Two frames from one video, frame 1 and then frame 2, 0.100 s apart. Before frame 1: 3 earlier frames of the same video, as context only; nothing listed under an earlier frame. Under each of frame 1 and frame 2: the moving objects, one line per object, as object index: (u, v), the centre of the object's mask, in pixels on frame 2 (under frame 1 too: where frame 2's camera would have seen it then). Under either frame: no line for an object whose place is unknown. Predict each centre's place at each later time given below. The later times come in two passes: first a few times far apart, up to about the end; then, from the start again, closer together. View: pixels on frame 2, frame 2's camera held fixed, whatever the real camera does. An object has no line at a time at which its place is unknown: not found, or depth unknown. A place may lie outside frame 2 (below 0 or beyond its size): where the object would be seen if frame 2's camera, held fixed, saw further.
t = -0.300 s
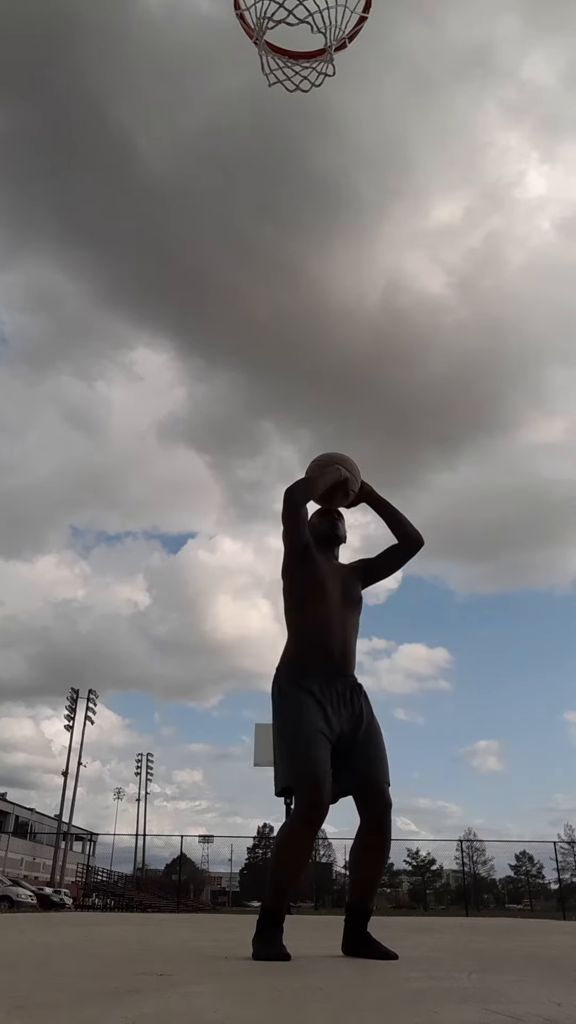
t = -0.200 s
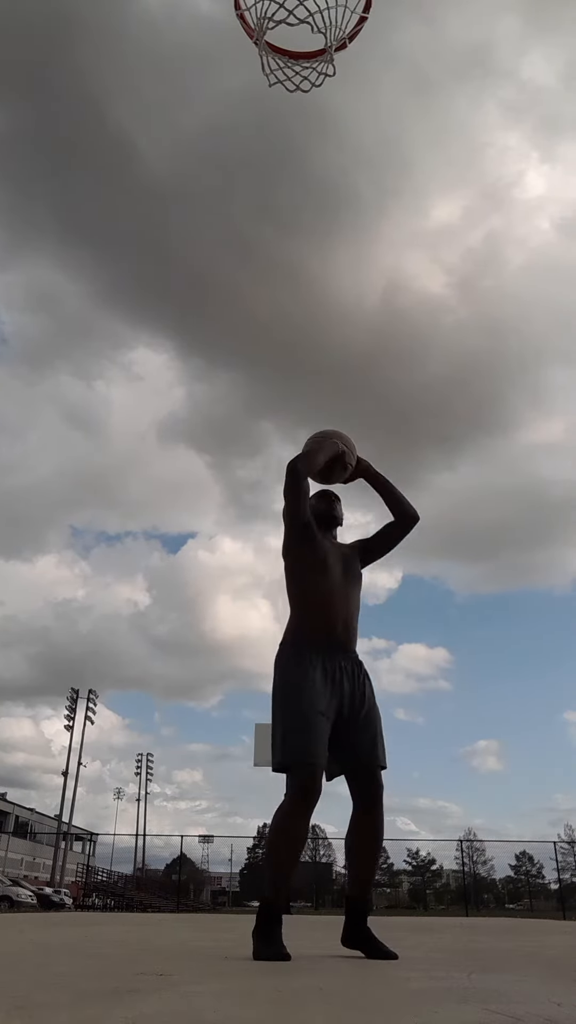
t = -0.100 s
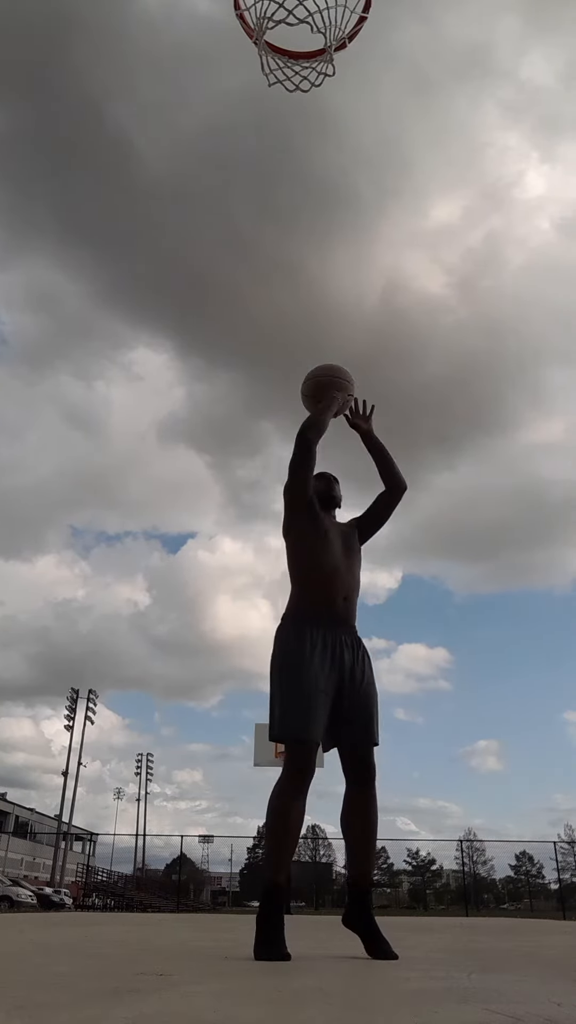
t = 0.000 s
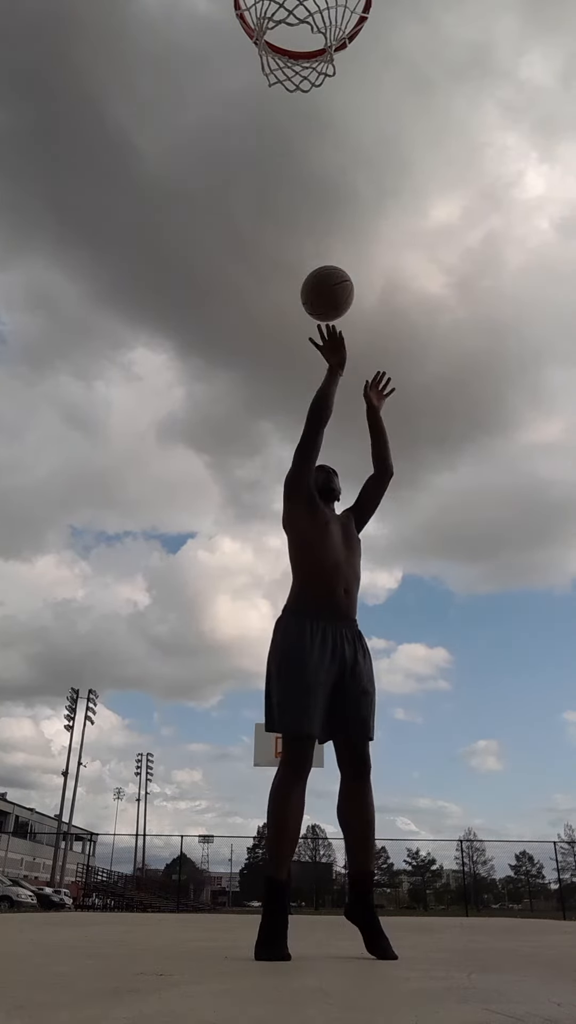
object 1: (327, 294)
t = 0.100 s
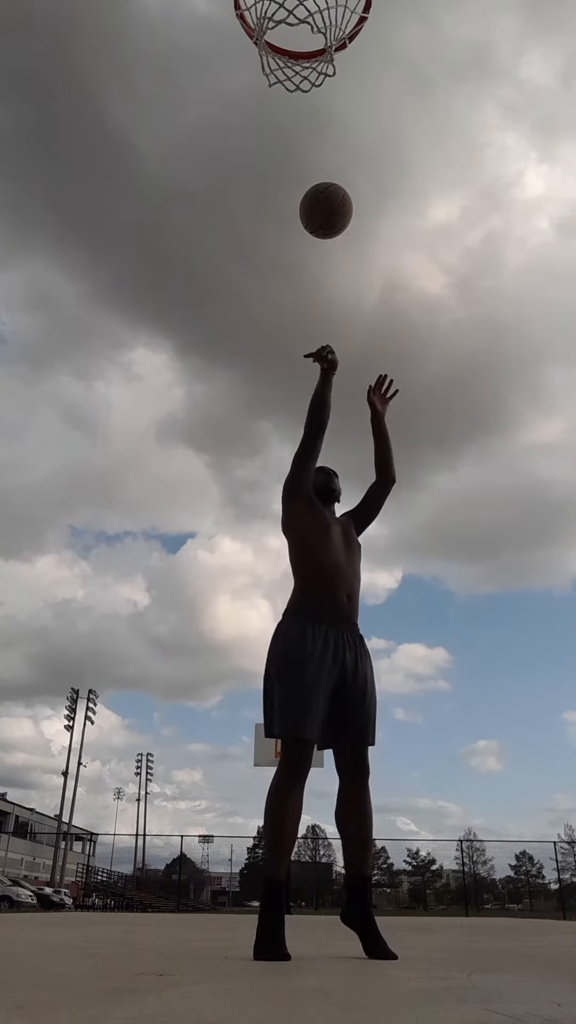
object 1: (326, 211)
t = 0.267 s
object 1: (324, 110)
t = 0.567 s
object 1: (308, 36)
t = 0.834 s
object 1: (308, 33)
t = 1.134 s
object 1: (272, 283)
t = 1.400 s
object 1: (199, 716)
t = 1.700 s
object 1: (145, 210)
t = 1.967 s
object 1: (90, 151)
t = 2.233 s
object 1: (23, 278)
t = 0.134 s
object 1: (325, 187)
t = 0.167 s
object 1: (325, 164)
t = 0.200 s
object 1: (325, 144)
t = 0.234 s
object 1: (324, 125)
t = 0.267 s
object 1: (324, 110)
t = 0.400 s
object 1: (308, 41)
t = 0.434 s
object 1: (307, 40)
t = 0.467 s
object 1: (306, 40)
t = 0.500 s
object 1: (307, 39)
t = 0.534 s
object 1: (308, 38)
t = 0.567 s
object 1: (308, 36)
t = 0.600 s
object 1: (308, 34)
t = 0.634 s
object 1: (307, 33)
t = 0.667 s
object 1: (306, 33)
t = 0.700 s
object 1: (307, 35)
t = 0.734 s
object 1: (304, 37)
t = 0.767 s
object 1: (313, 23)
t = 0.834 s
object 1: (308, 33)
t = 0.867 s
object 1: (305, 41)
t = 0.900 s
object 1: (302, 54)
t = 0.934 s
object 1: (299, 73)
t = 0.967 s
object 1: (295, 95)
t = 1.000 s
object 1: (291, 121)
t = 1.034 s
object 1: (287, 152)
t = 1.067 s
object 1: (282, 188)
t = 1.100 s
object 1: (277, 232)
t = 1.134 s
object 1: (272, 283)
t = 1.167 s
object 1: (266, 345)
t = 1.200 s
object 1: (259, 418)
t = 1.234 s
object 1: (252, 505)
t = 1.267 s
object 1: (243, 613)
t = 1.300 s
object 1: (231, 751)
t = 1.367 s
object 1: (205, 851)
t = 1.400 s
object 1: (199, 716)
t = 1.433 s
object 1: (194, 608)
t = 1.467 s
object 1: (188, 521)
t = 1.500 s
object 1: (182, 449)
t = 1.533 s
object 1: (176, 390)
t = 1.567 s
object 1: (170, 340)
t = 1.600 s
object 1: (164, 298)
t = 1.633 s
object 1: (158, 263)
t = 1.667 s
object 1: (152, 234)
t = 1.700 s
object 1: (145, 210)
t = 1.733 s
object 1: (139, 191)
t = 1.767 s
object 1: (133, 176)
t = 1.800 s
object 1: (127, 164)
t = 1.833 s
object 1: (120, 156)
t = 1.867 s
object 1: (114, 150)
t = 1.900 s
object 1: (106, 148)
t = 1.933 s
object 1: (99, 148)
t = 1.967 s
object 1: (90, 151)
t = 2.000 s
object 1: (82, 157)
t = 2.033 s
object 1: (73, 165)
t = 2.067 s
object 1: (64, 176)
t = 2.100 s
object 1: (53, 190)
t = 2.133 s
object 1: (43, 207)
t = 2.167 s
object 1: (35, 227)
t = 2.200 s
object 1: (29, 251)
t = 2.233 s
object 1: (23, 278)
